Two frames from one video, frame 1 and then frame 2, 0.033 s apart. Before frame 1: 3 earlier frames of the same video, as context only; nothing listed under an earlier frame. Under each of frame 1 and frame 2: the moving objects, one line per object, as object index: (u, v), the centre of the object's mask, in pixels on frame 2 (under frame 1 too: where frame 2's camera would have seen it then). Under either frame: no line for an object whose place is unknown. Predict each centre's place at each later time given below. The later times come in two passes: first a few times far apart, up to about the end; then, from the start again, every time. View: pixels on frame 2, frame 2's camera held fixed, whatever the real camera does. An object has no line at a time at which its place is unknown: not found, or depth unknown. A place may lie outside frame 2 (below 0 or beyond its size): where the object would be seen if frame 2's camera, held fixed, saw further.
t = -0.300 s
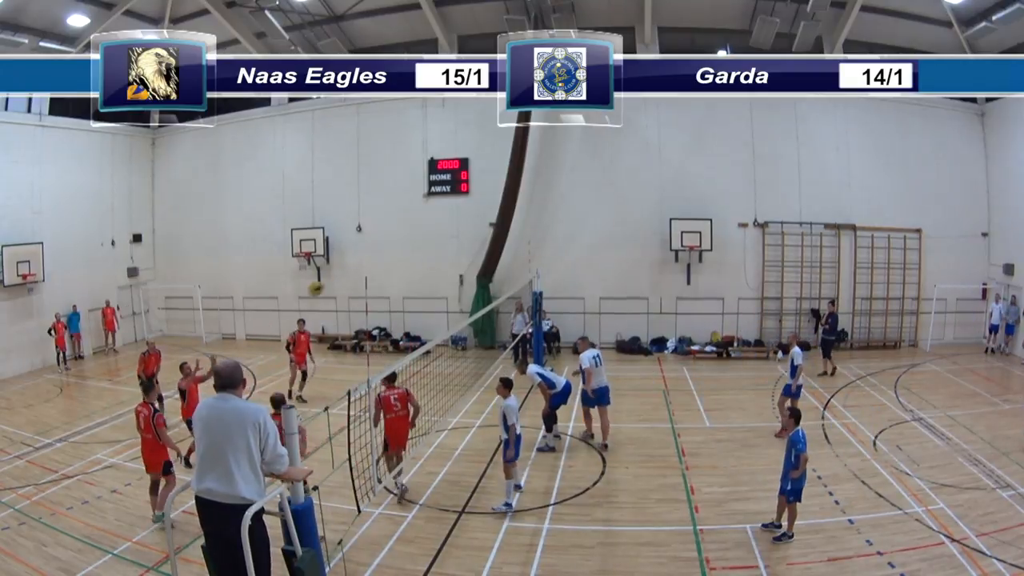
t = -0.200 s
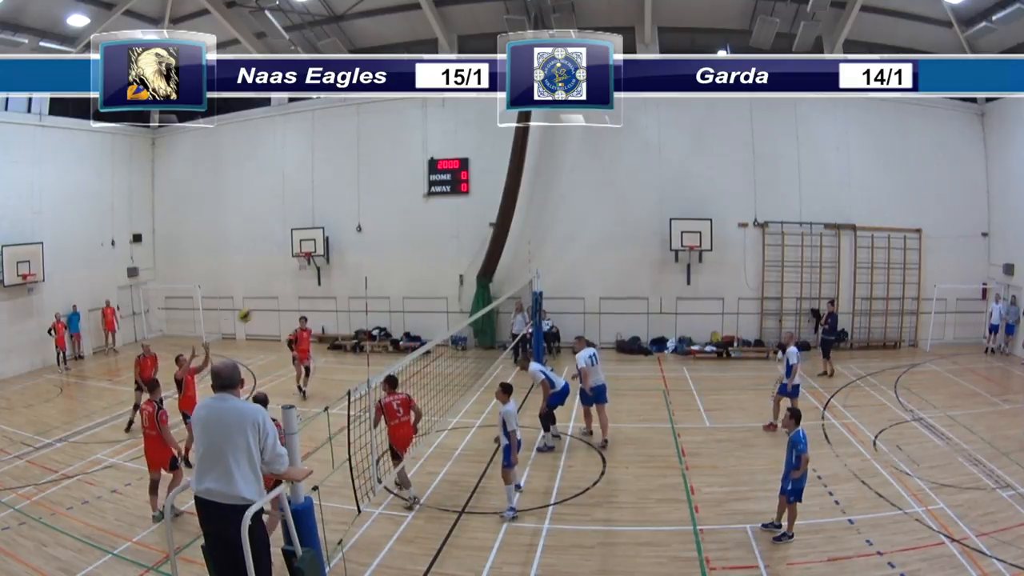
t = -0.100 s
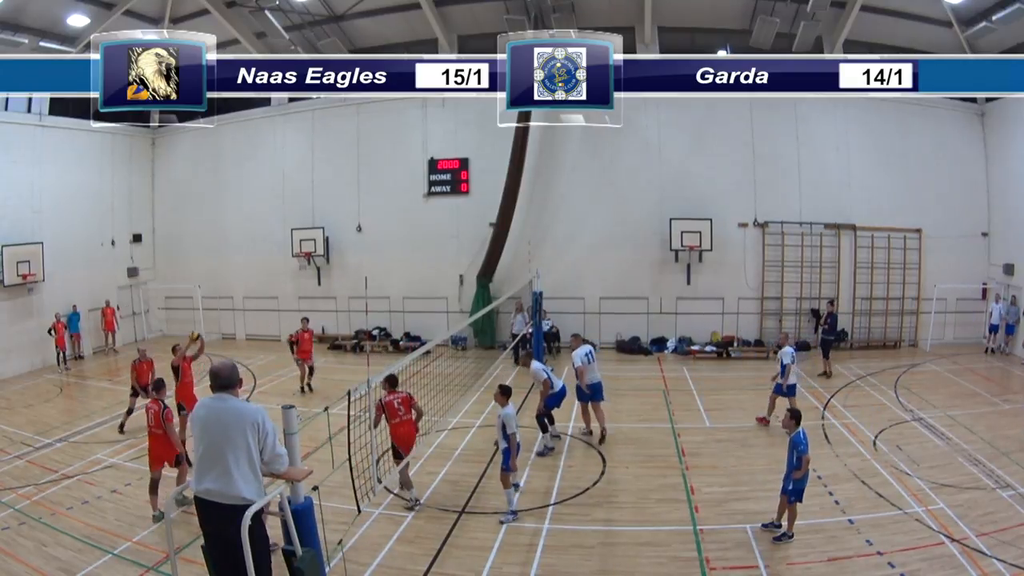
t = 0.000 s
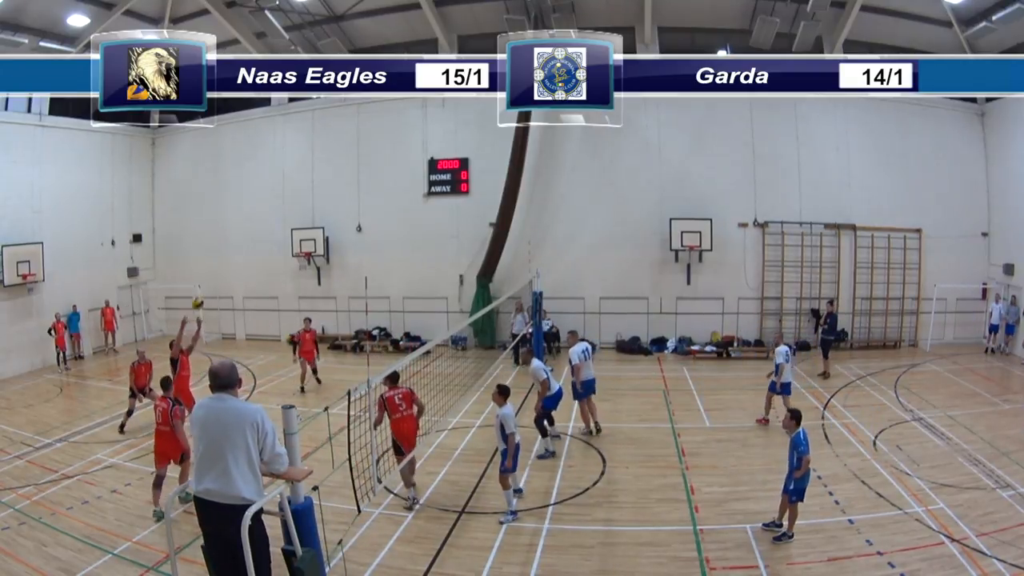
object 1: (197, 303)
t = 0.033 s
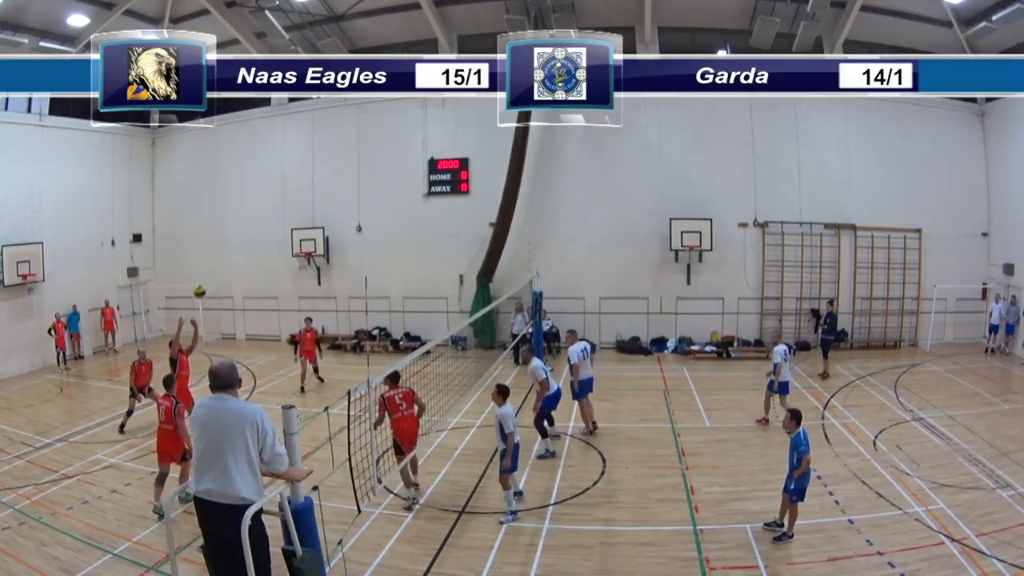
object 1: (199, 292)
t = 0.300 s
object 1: (218, 226)
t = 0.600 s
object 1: (246, 203)
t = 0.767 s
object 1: (263, 219)
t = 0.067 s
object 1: (201, 282)
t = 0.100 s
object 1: (204, 272)
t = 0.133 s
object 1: (206, 263)
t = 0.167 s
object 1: (208, 254)
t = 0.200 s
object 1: (210, 246)
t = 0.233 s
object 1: (213, 238)
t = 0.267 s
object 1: (216, 232)
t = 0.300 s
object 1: (218, 226)
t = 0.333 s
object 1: (221, 220)
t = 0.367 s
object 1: (224, 216)
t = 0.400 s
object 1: (226, 212)
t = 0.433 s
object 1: (230, 208)
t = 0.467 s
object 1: (233, 206)
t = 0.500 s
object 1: (236, 204)
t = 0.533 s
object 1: (239, 203)
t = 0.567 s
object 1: (242, 203)
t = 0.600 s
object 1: (246, 203)
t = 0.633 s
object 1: (249, 205)
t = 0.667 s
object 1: (252, 207)
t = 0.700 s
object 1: (256, 210)
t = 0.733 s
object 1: (259, 214)
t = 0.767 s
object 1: (263, 219)
